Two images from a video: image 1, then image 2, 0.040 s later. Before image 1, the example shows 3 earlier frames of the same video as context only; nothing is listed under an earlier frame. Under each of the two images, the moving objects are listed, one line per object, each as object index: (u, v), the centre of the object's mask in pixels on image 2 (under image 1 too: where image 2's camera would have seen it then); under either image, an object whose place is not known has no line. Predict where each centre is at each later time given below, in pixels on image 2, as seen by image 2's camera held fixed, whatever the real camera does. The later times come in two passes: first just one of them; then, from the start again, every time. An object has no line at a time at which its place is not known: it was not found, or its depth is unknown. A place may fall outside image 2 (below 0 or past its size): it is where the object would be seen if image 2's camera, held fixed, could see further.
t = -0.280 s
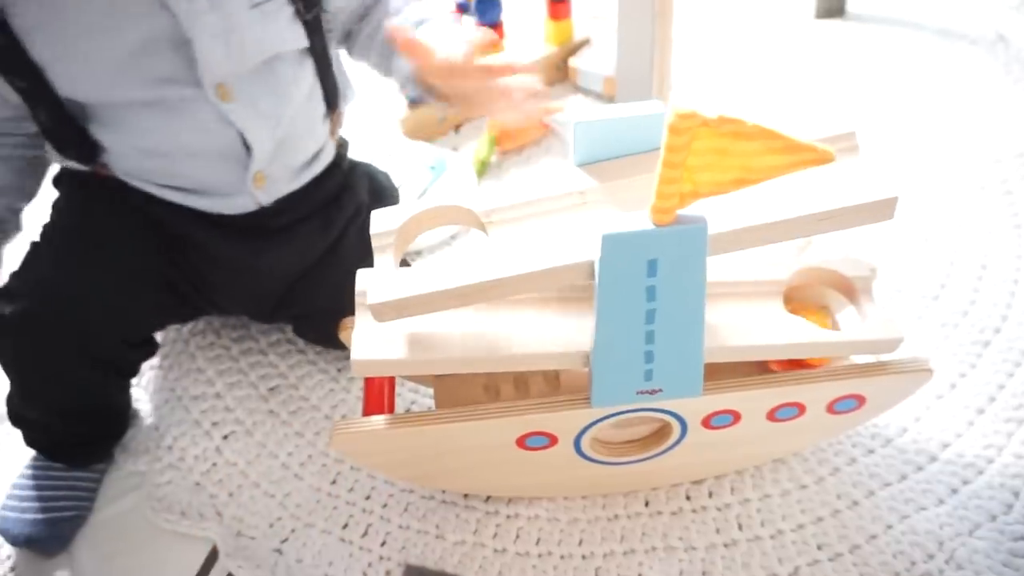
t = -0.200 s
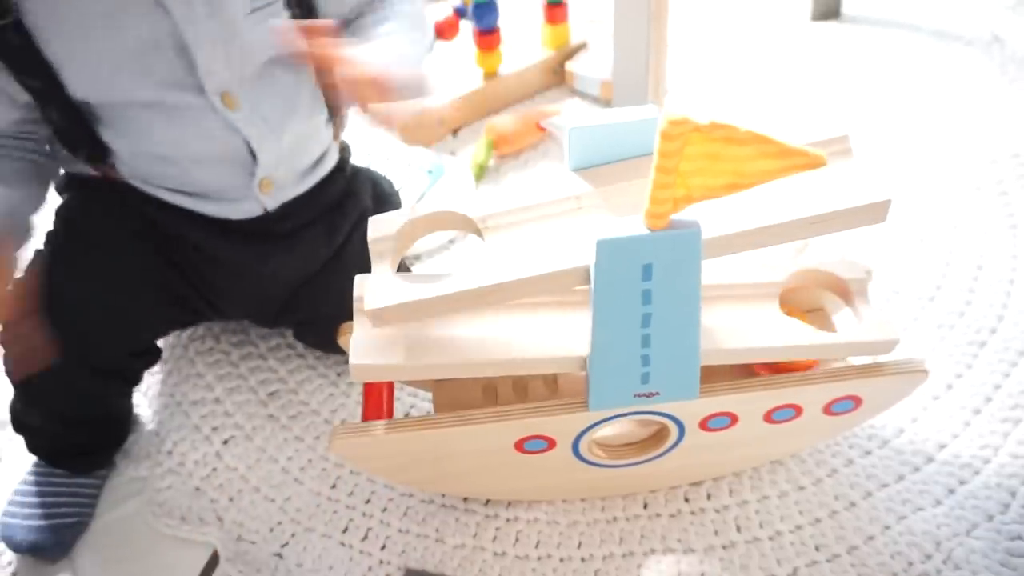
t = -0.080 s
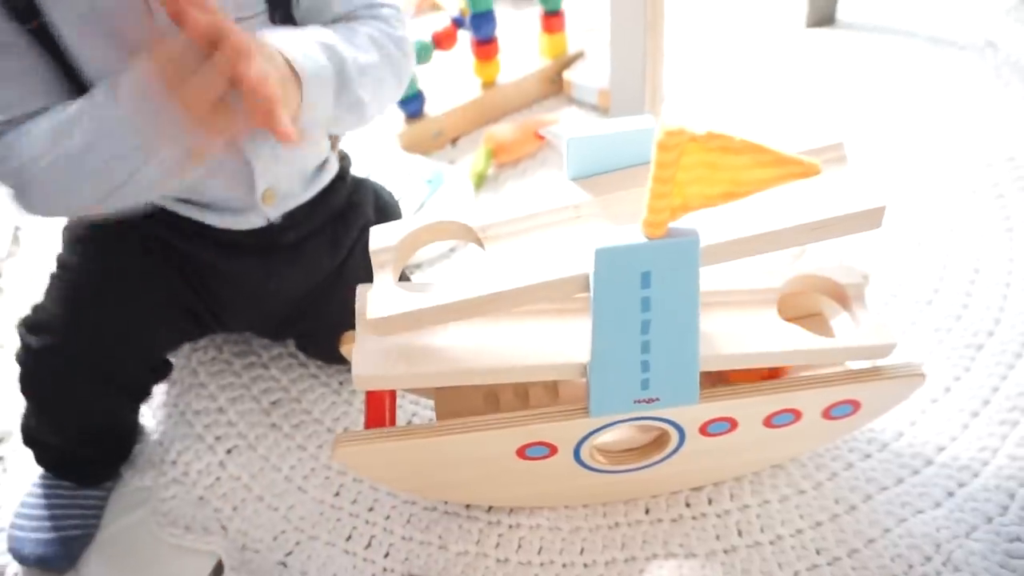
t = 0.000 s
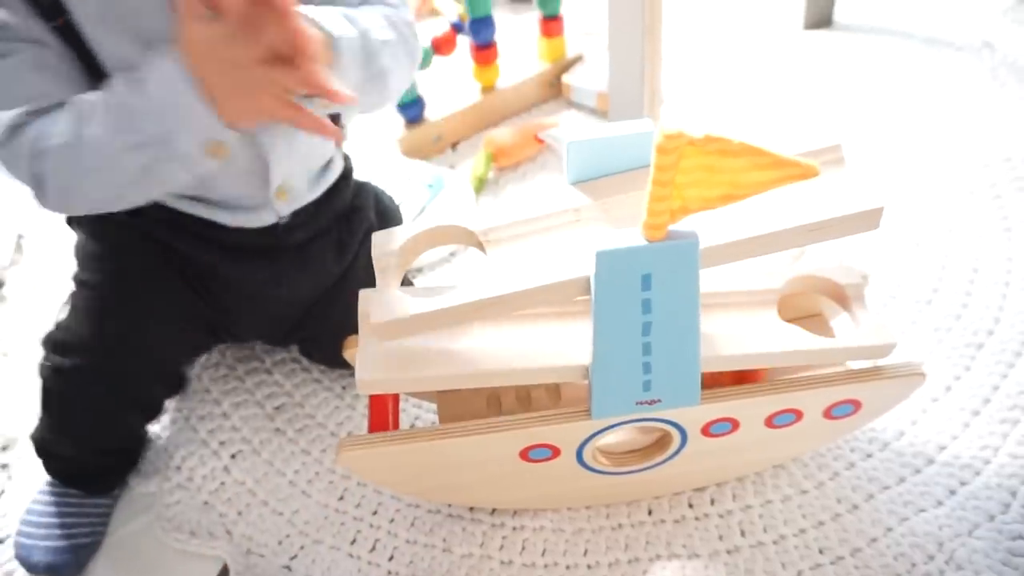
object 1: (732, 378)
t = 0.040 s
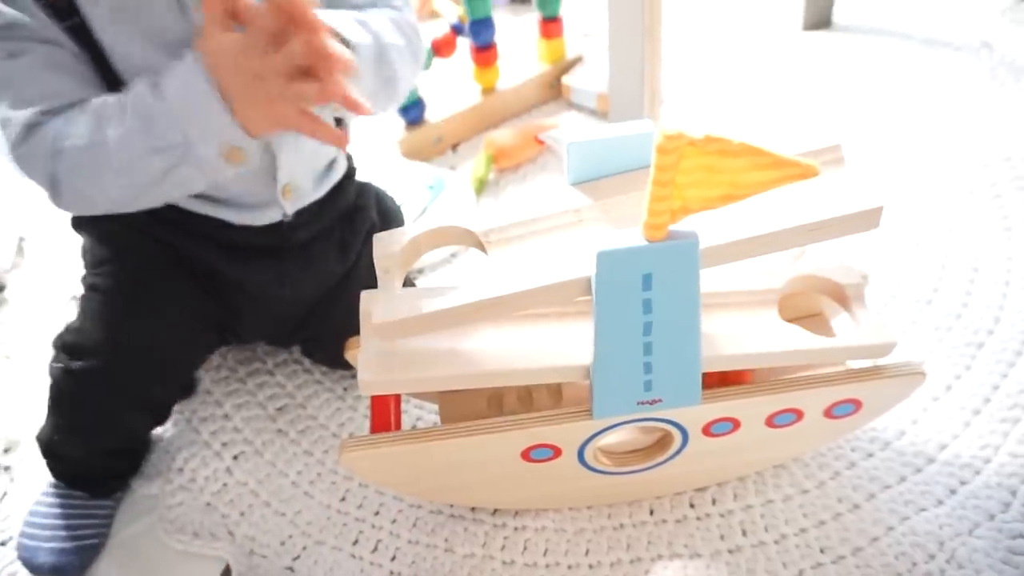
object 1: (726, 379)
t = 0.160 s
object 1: (711, 380)
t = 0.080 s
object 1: (720, 379)
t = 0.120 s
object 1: (715, 380)
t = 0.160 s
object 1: (711, 380)
